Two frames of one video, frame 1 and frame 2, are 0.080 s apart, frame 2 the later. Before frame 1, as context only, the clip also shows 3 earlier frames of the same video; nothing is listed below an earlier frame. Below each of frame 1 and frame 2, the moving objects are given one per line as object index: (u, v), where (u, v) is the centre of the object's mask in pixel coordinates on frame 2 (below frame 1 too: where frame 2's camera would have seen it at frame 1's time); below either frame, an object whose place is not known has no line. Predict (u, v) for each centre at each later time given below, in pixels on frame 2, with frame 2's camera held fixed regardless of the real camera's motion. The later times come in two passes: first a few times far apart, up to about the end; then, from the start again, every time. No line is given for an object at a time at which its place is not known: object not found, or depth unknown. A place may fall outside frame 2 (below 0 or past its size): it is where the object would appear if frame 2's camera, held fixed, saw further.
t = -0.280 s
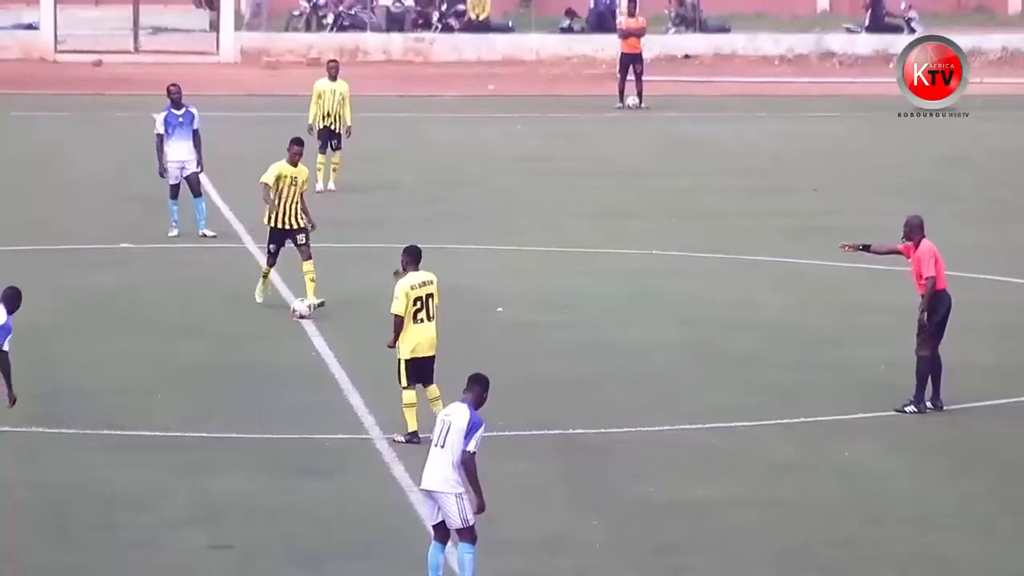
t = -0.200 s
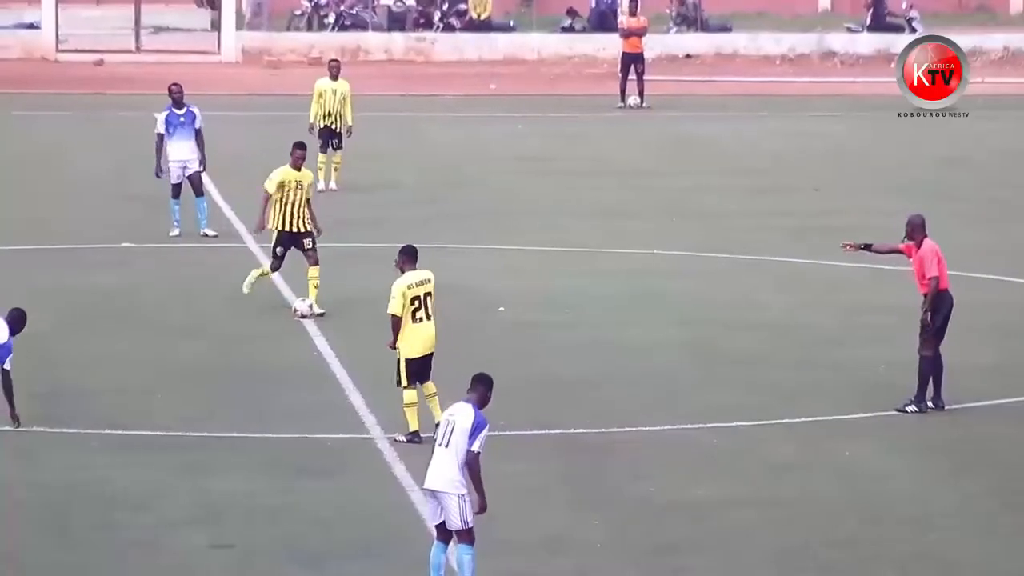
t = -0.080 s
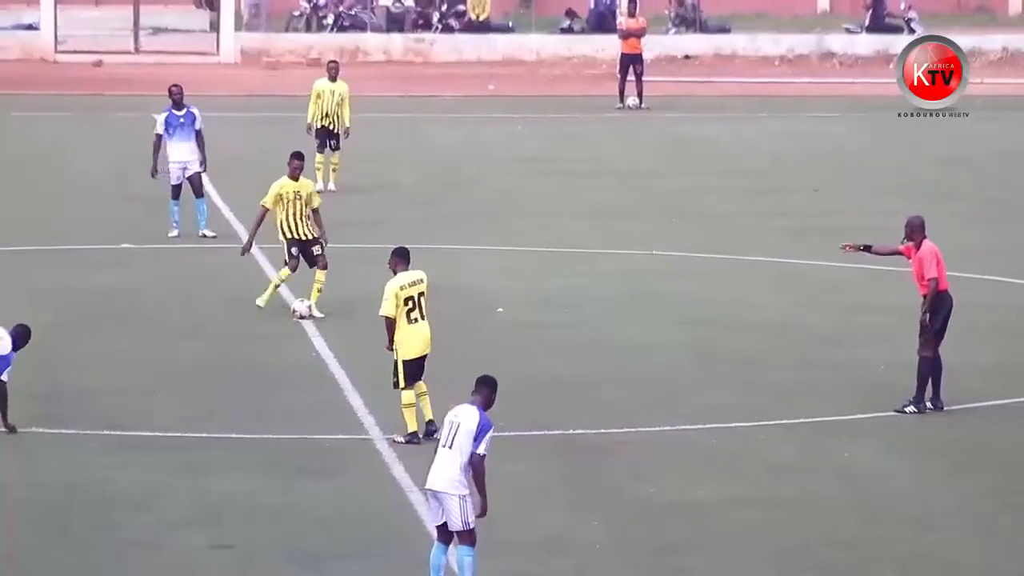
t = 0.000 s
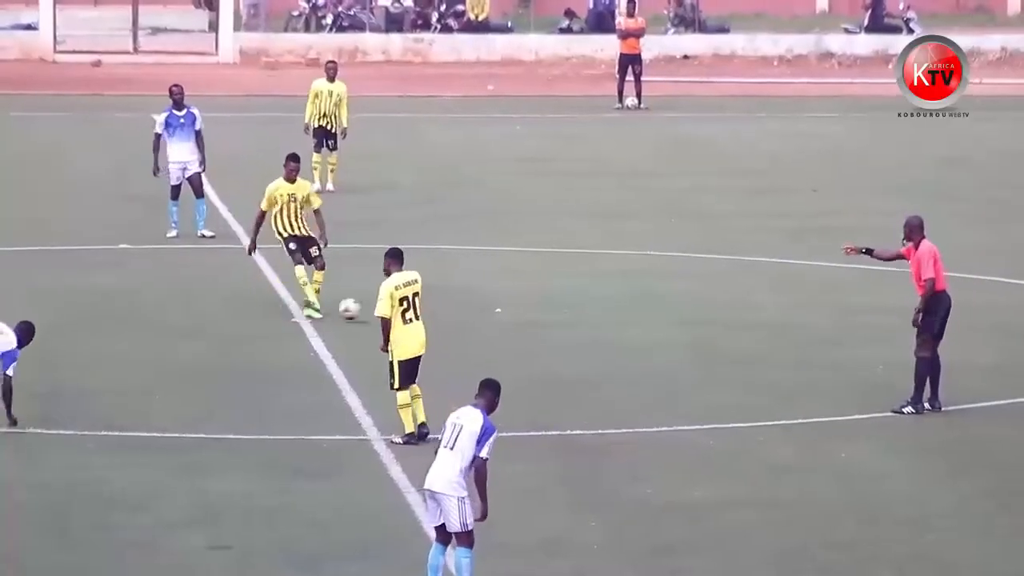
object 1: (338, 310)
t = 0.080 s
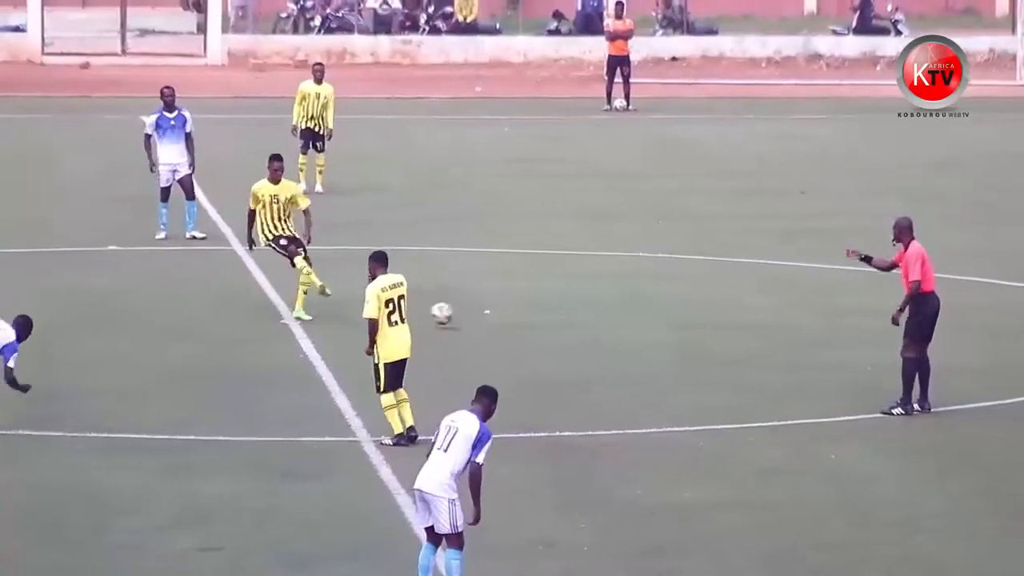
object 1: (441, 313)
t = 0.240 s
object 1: (641, 328)
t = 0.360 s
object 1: (780, 336)
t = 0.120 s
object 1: (492, 317)
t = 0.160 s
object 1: (544, 322)
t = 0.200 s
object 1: (594, 328)
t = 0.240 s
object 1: (641, 328)
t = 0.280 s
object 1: (687, 330)
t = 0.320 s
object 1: (734, 334)
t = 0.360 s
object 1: (780, 336)
